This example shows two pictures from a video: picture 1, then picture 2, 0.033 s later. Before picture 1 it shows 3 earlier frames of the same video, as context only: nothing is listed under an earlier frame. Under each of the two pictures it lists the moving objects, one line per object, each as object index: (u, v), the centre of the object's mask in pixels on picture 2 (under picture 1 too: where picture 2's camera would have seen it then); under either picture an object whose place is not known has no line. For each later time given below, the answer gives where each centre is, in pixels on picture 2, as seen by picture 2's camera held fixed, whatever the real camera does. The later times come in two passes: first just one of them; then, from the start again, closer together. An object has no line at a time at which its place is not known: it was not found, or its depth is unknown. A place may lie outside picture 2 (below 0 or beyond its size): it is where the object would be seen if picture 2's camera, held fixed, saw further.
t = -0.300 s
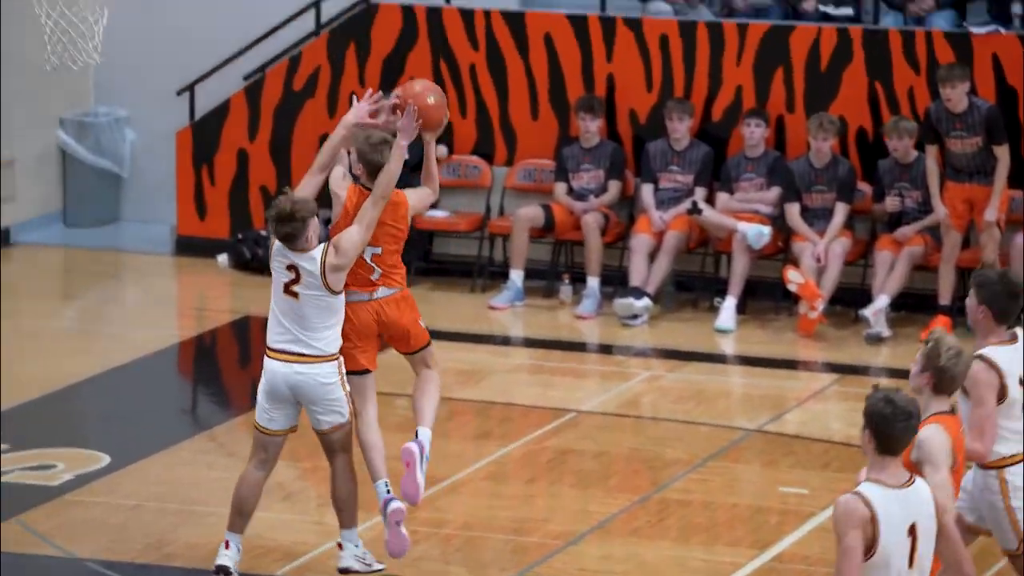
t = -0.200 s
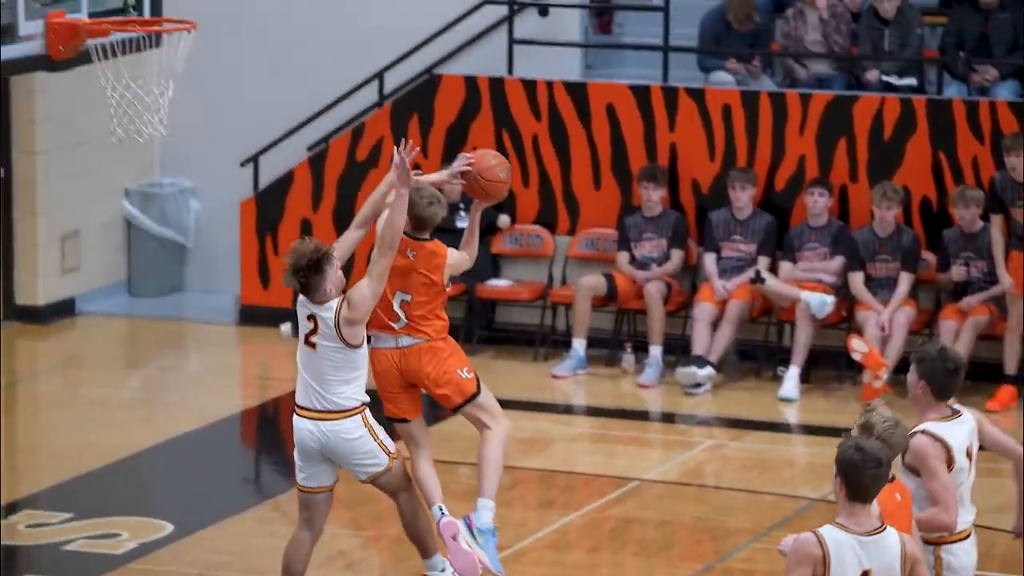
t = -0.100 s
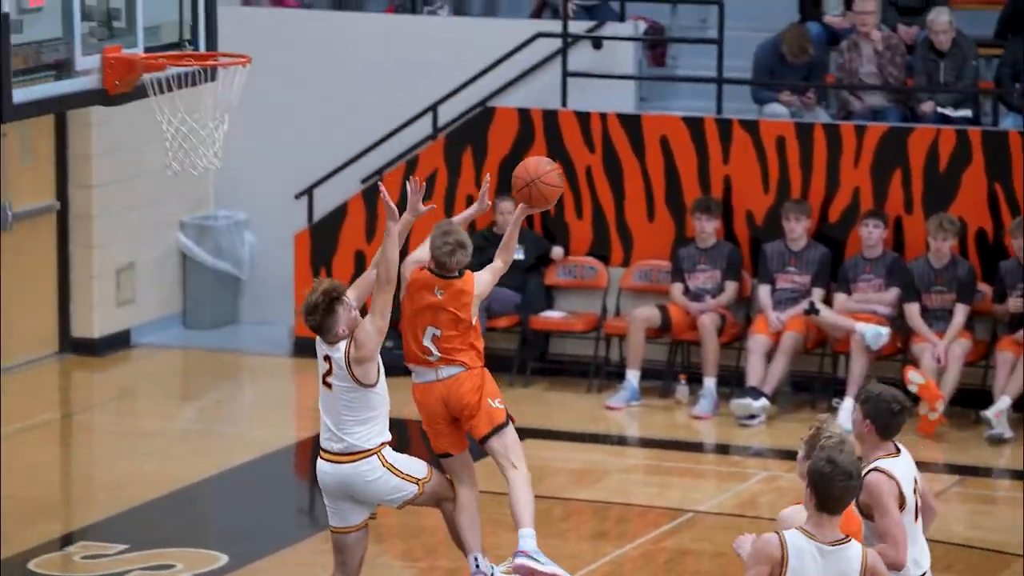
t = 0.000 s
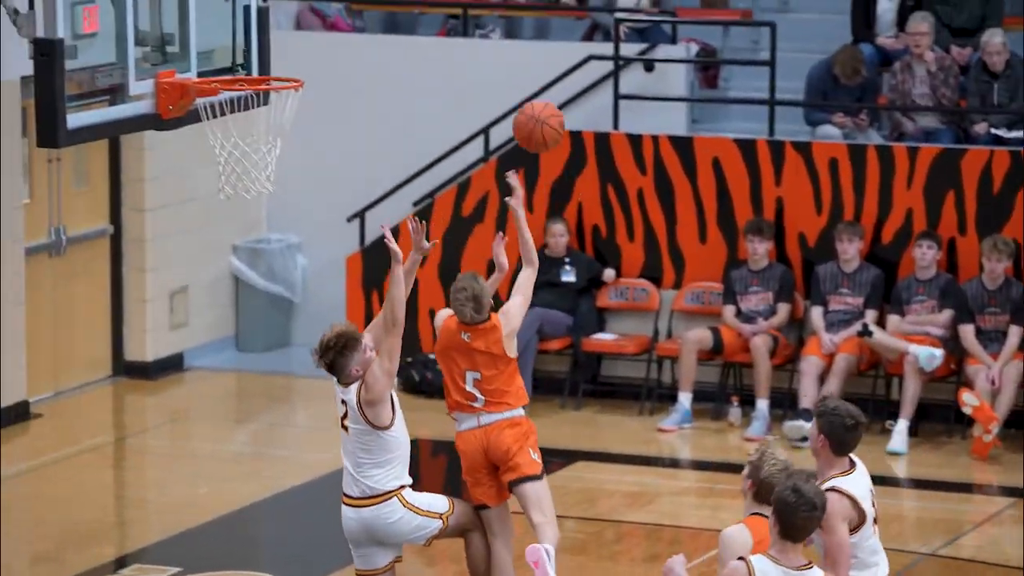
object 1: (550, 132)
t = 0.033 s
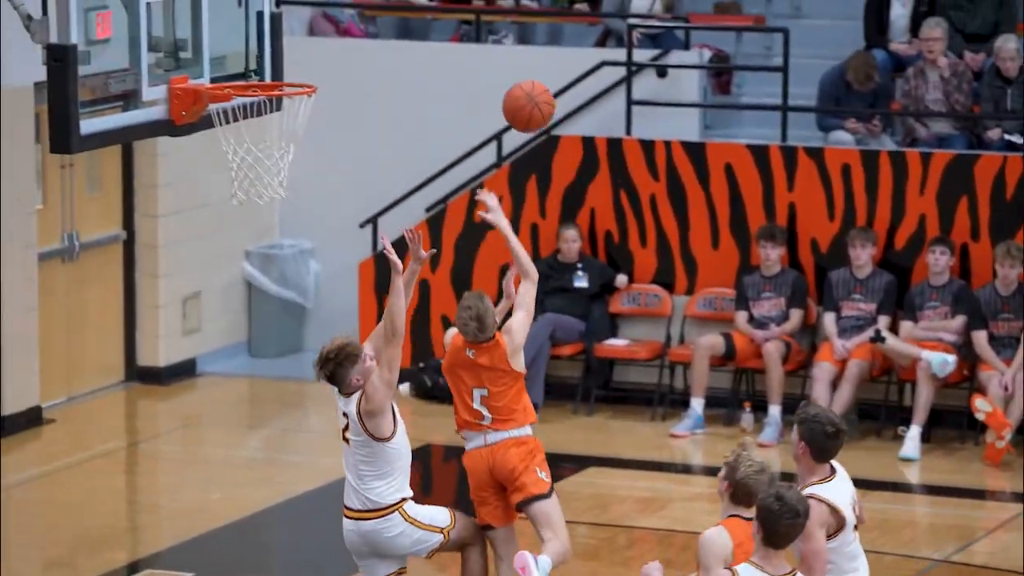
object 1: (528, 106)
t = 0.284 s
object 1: (356, -10)
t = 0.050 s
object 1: (517, 94)
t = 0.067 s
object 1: (506, 83)
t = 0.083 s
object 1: (494, 72)
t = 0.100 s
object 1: (483, 61)
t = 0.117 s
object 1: (472, 51)
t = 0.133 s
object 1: (460, 42)
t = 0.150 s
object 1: (449, 33)
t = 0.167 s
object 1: (438, 25)
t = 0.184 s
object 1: (426, 18)
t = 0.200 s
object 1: (415, 11)
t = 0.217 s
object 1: (404, 5)
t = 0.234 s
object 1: (391, 1)
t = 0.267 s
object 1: (368, -6)
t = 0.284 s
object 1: (356, -10)
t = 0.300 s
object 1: (343, -12)
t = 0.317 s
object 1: (331, -15)
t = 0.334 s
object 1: (319, -17)
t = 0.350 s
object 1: (307, -20)
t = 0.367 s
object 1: (295, -22)
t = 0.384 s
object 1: (283, -23)
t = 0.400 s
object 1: (270, -25)
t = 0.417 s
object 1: (258, -25)
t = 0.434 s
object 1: (246, -25)
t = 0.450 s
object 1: (234, -23)
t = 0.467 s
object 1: (224, -19)
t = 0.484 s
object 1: (226, -14)
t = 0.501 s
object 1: (230, -9)
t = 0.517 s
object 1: (234, -2)
